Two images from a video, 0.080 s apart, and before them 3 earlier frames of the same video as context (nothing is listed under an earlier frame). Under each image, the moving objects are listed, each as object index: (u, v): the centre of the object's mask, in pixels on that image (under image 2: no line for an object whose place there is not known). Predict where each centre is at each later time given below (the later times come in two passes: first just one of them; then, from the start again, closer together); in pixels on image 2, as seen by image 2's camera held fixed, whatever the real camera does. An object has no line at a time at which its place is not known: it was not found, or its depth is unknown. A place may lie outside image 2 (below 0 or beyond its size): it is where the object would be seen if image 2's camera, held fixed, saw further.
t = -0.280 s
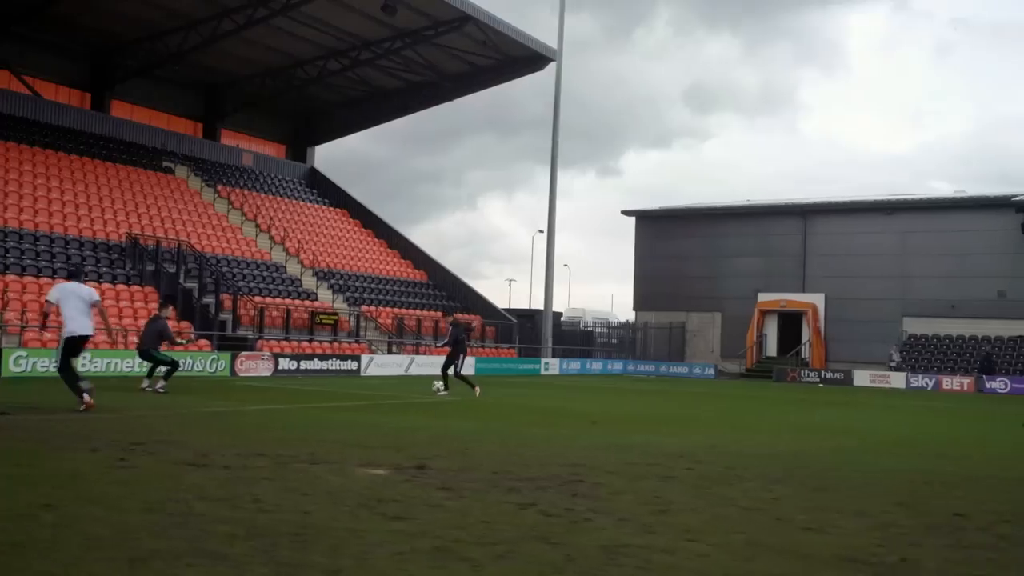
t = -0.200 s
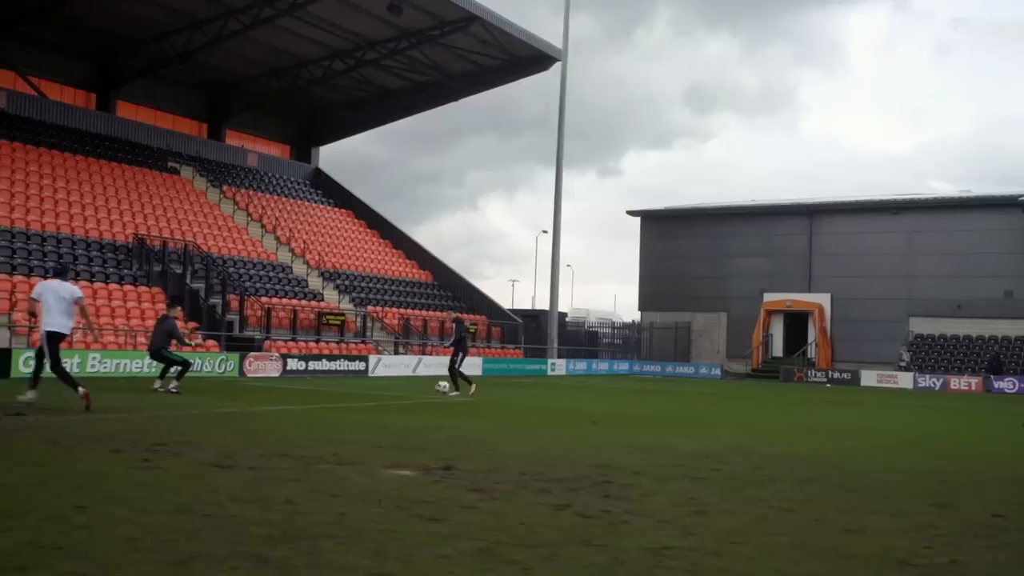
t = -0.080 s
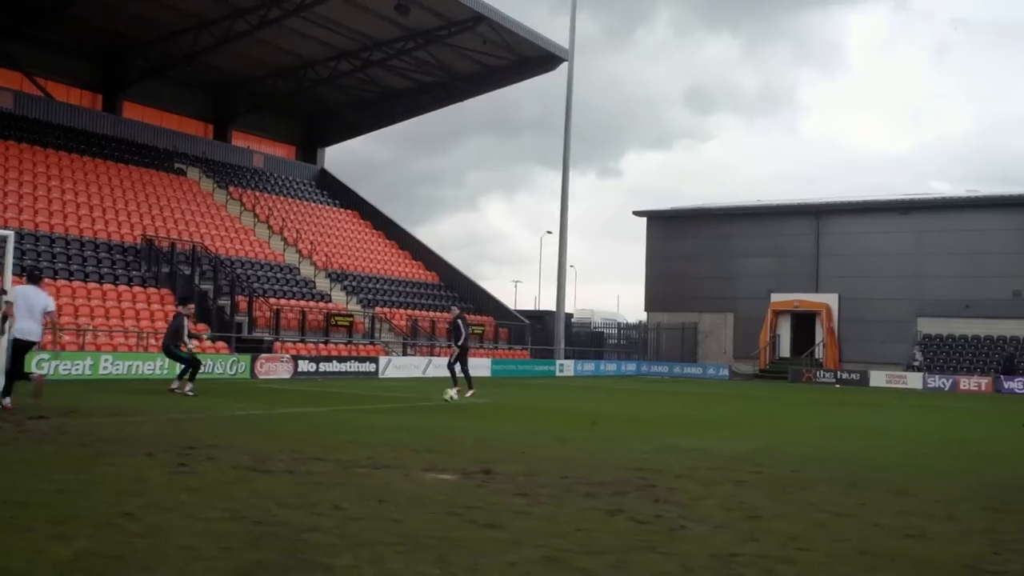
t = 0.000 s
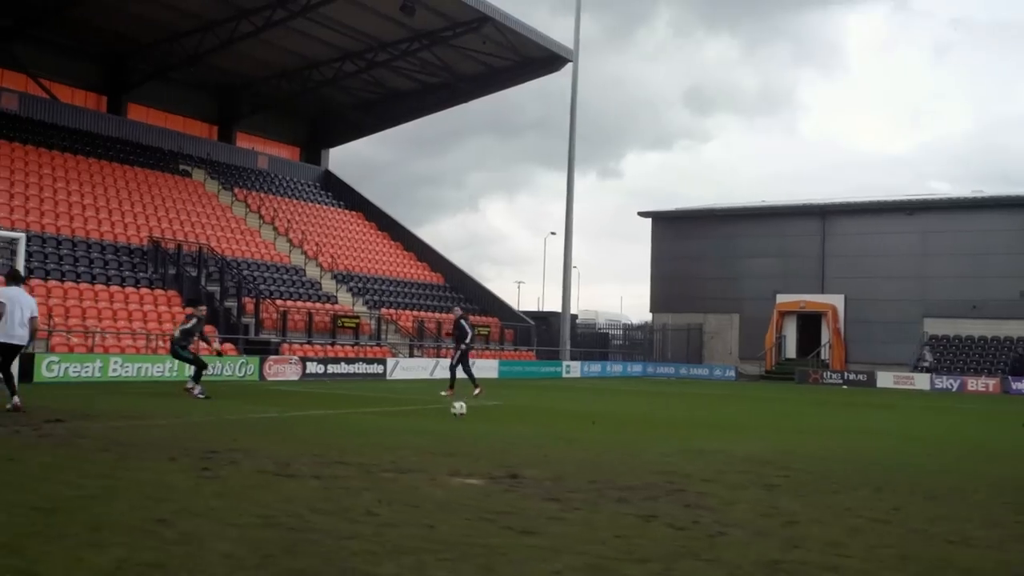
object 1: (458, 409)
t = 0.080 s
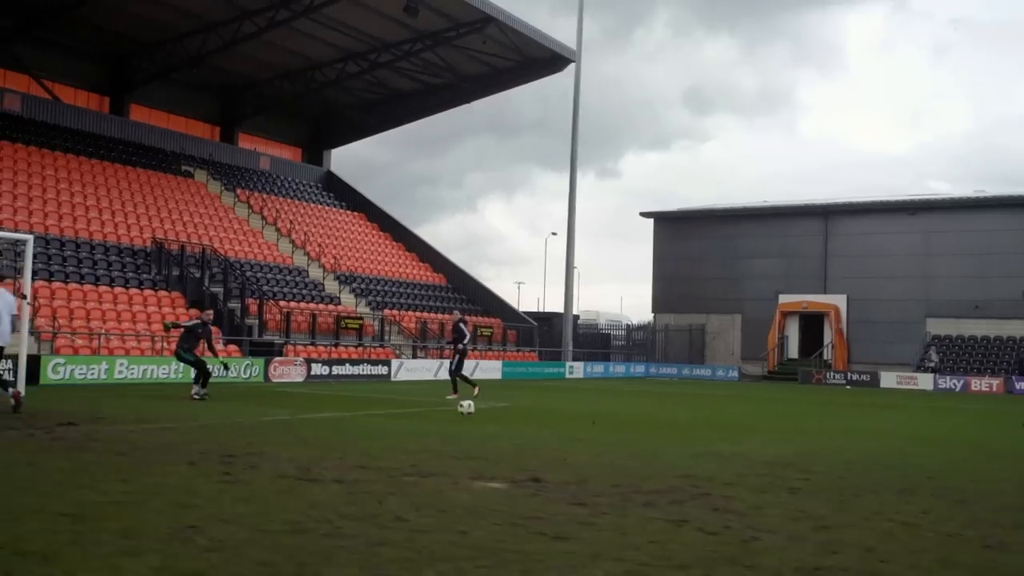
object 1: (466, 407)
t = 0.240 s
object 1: (466, 414)
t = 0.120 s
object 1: (466, 407)
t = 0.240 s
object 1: (466, 414)
